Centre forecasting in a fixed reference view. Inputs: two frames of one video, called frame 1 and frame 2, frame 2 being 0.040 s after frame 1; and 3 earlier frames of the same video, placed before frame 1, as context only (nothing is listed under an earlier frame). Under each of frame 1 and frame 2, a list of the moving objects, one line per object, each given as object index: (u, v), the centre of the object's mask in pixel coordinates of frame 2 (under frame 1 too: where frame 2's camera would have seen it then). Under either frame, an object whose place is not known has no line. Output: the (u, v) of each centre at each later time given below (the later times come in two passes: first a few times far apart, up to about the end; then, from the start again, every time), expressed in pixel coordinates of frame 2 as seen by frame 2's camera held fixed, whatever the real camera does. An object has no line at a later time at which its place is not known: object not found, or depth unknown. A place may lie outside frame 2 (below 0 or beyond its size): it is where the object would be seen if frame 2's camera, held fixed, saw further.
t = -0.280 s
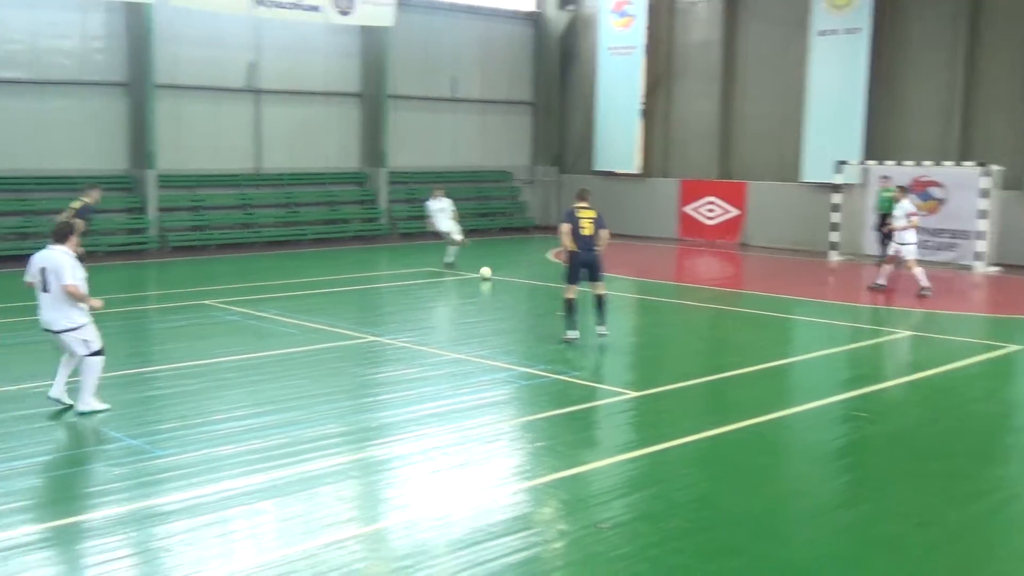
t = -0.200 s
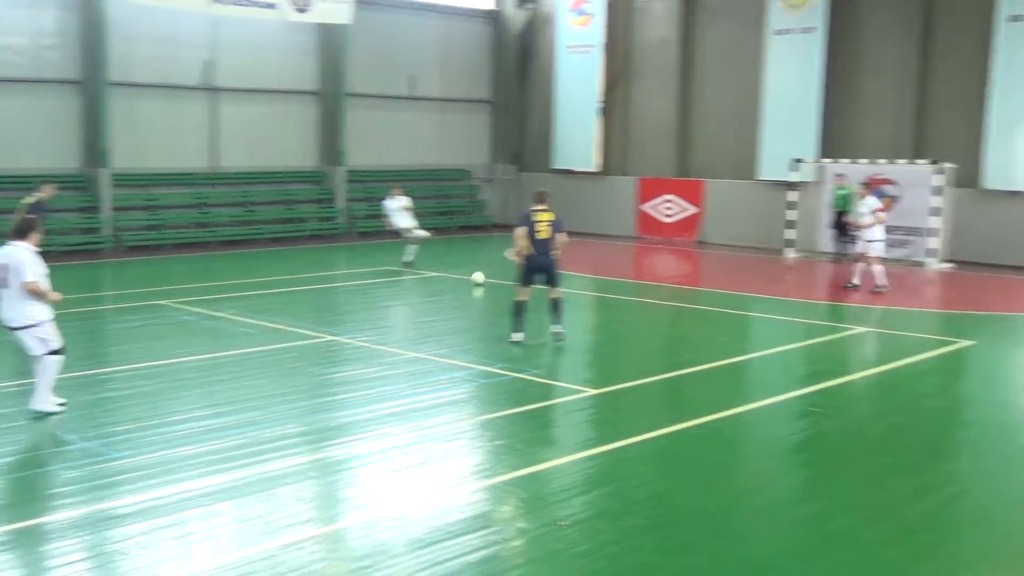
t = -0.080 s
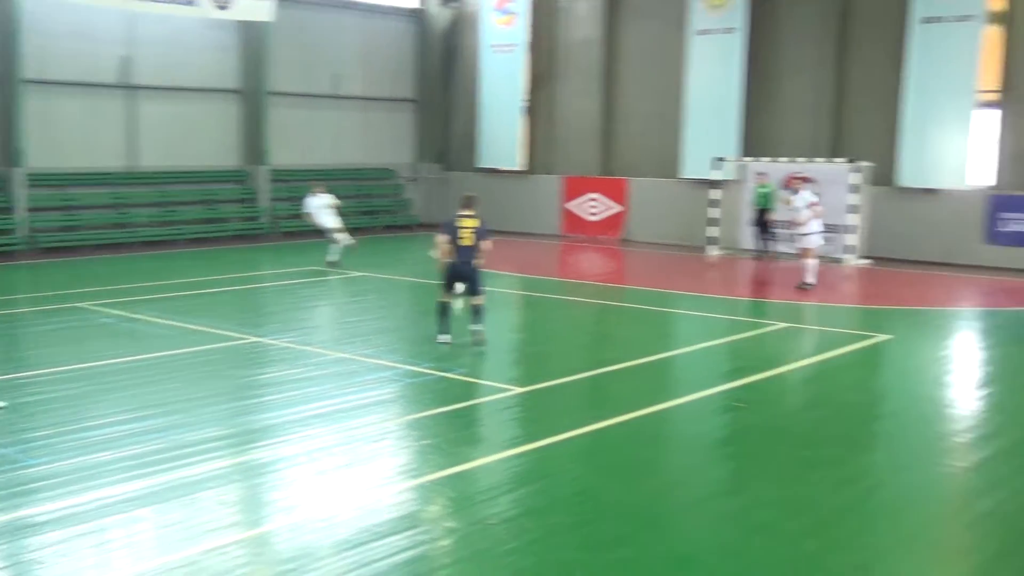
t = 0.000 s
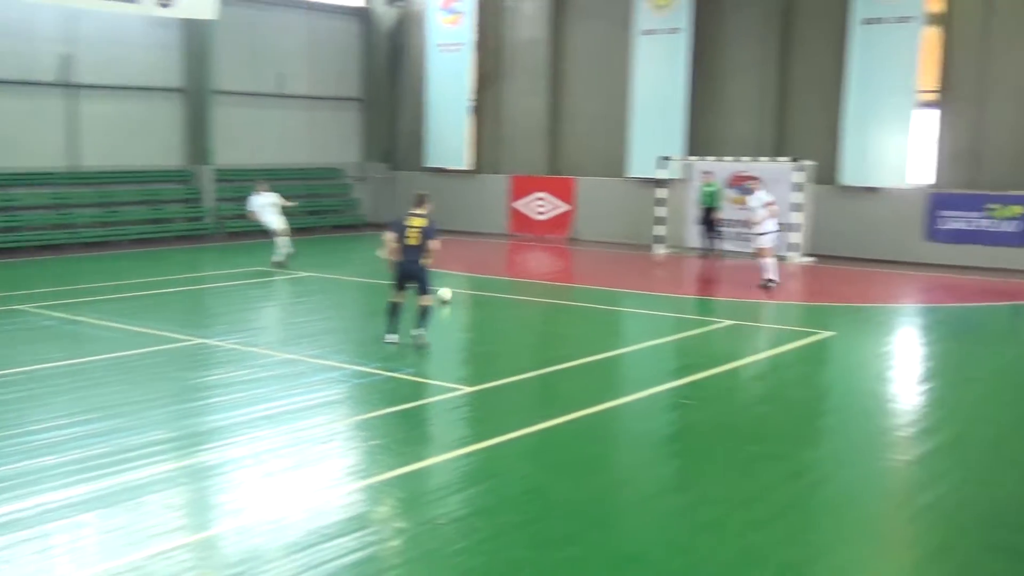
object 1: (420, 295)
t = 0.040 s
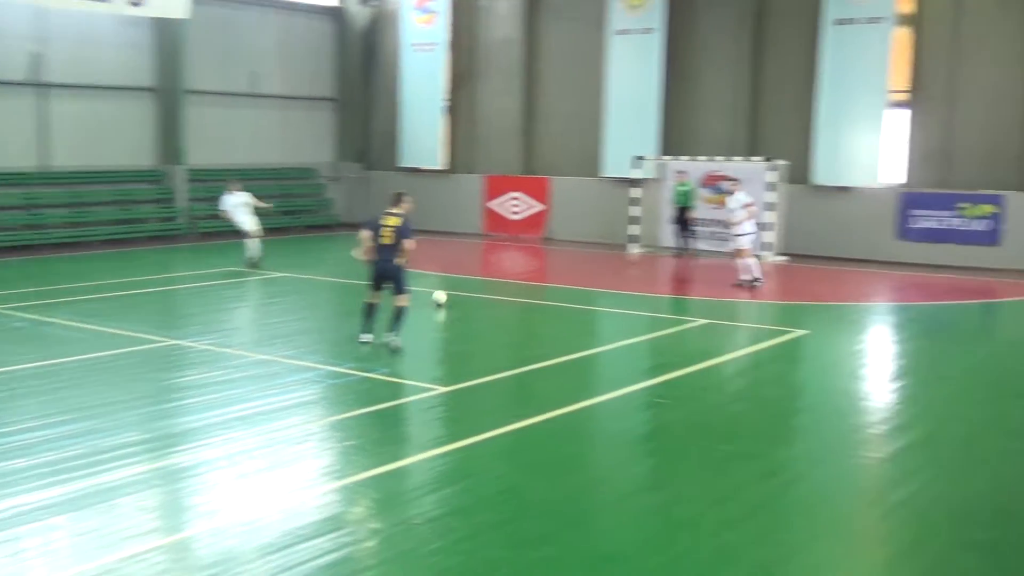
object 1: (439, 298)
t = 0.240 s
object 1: (544, 317)
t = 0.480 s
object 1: (689, 336)
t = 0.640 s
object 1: (797, 357)
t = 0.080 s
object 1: (459, 302)
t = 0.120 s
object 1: (478, 305)
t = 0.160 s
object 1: (500, 309)
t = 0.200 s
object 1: (521, 313)
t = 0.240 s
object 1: (544, 317)
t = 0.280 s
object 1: (567, 321)
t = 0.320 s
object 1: (591, 325)
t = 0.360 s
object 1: (616, 329)
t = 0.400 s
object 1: (639, 331)
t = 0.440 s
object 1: (664, 333)
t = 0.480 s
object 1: (689, 336)
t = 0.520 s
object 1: (715, 343)
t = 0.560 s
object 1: (742, 349)
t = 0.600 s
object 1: (770, 357)
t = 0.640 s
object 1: (797, 357)
